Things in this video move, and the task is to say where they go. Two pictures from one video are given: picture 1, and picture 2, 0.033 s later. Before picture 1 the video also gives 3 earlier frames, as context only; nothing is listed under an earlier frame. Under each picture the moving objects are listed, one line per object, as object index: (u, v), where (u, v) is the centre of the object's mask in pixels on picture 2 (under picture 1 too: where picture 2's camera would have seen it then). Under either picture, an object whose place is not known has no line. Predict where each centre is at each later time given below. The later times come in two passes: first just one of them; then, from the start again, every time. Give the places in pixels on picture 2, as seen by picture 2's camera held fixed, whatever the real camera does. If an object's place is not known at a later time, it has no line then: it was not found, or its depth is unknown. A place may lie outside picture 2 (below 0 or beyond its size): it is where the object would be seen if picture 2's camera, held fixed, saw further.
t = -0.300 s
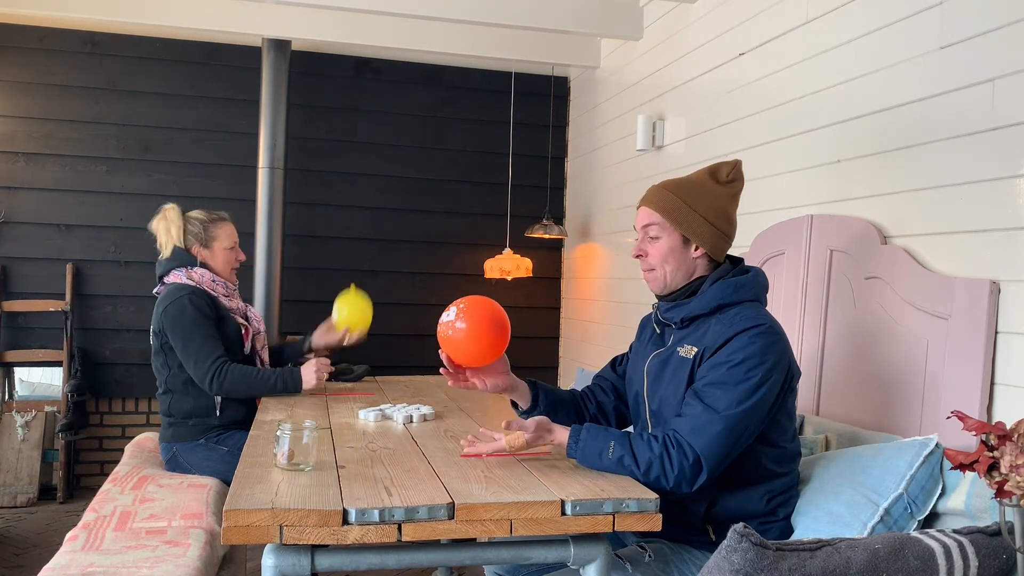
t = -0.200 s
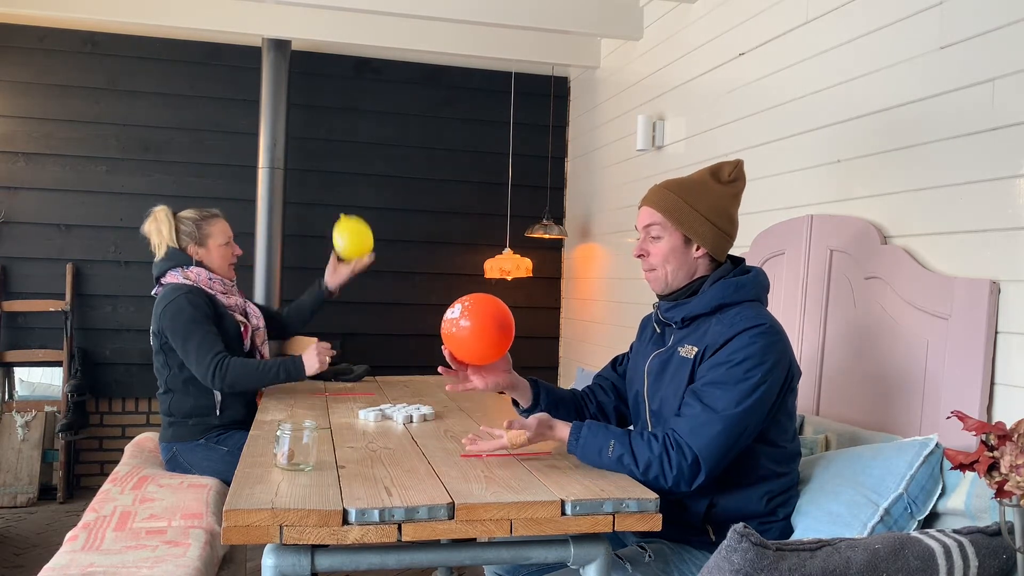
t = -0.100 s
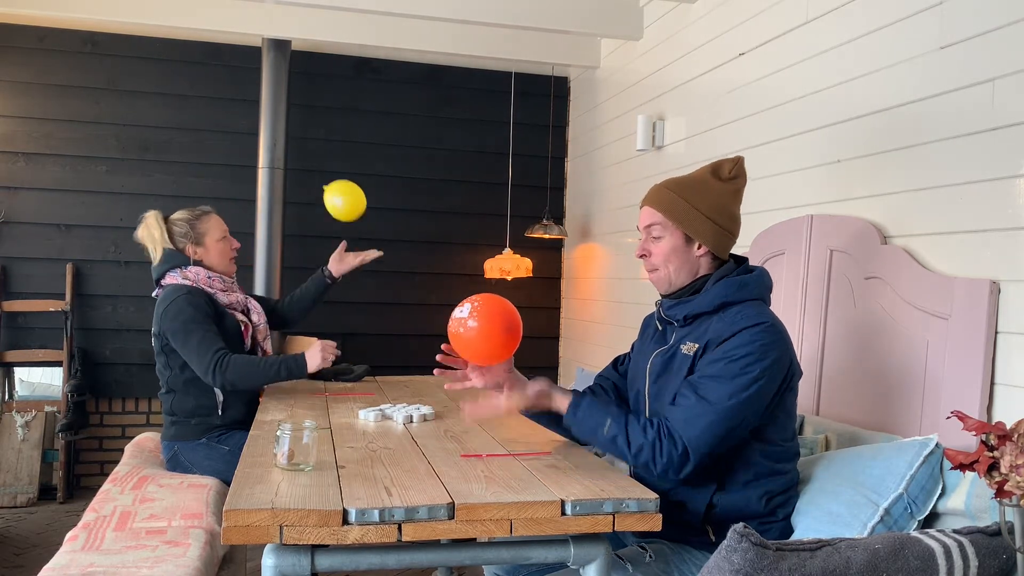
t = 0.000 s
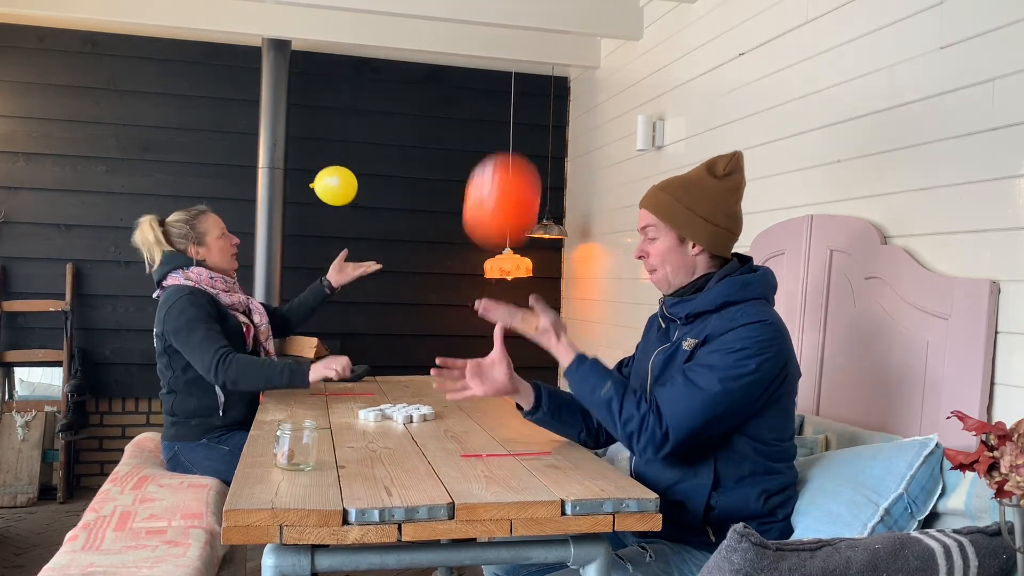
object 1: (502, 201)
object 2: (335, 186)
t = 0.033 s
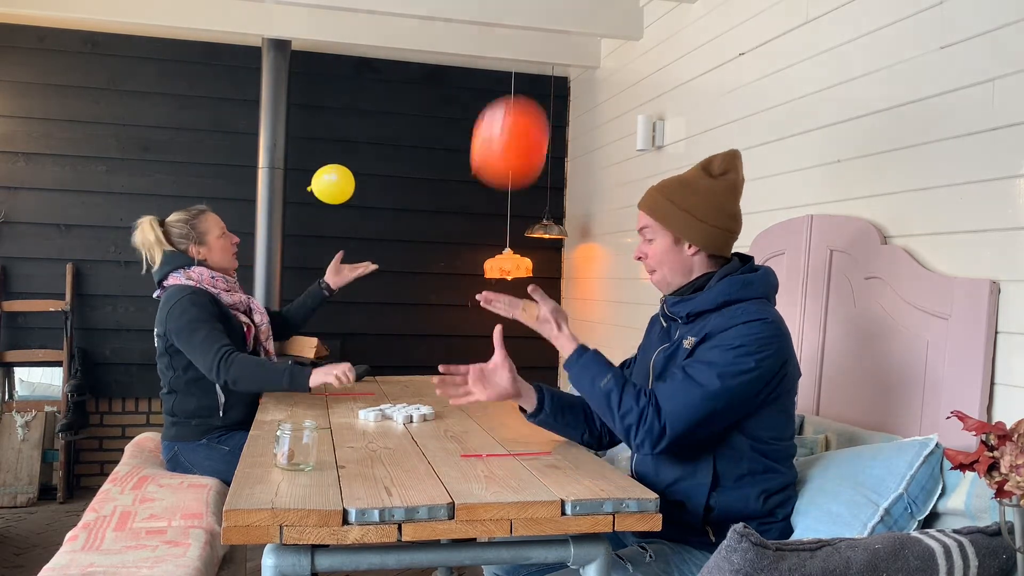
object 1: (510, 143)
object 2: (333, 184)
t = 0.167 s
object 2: (325, 192)
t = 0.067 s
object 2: (330, 184)
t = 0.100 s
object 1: (527, 58)
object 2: (329, 186)
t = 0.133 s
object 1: (537, 29)
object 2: (327, 188)
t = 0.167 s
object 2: (325, 192)
